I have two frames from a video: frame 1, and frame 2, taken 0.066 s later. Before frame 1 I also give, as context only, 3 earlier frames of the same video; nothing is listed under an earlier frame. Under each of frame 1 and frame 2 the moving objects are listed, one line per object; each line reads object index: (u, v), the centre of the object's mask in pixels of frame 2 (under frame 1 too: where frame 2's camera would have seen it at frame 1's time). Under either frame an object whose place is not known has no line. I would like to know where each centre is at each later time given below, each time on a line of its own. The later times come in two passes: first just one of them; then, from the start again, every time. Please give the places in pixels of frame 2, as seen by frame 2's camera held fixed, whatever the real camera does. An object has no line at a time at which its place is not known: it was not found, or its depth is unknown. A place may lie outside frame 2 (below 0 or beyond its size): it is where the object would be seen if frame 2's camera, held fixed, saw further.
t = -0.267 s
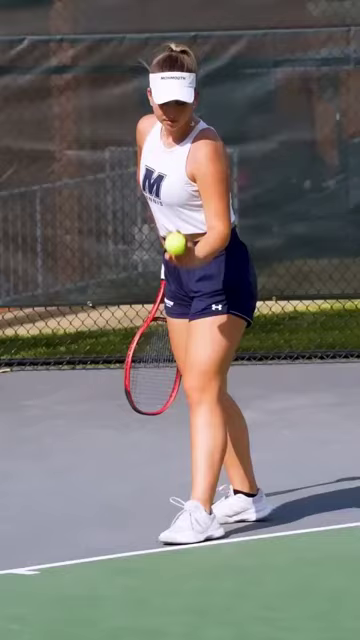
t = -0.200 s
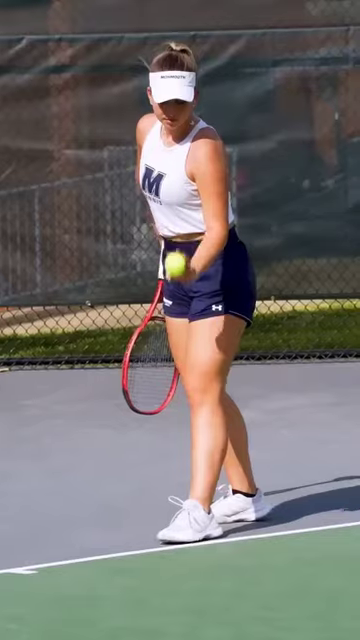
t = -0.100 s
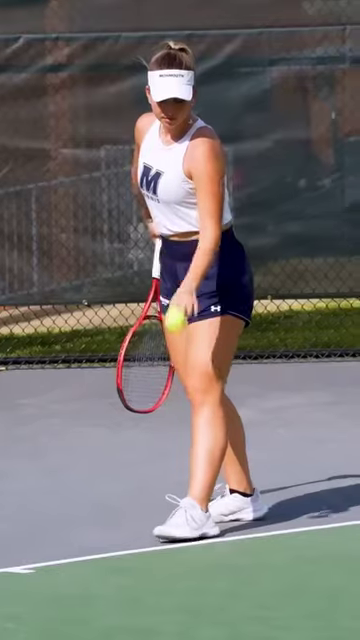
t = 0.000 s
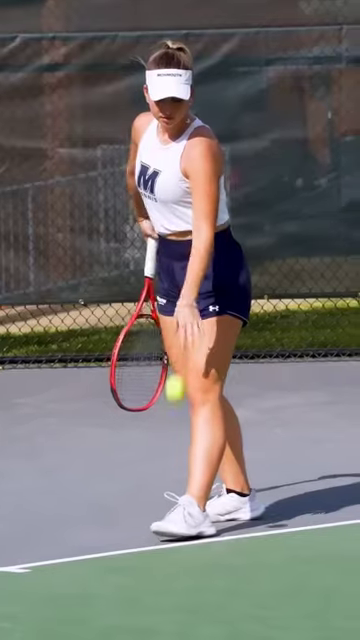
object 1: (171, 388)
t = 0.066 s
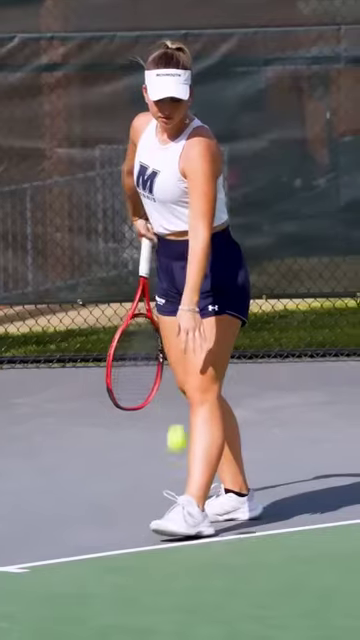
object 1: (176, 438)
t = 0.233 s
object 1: (181, 512)
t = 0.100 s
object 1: (177, 464)
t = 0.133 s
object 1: (178, 491)
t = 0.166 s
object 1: (181, 522)
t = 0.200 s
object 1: (180, 537)
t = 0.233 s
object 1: (181, 512)
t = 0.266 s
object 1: (182, 487)
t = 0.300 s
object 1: (182, 467)
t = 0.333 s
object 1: (180, 447)
